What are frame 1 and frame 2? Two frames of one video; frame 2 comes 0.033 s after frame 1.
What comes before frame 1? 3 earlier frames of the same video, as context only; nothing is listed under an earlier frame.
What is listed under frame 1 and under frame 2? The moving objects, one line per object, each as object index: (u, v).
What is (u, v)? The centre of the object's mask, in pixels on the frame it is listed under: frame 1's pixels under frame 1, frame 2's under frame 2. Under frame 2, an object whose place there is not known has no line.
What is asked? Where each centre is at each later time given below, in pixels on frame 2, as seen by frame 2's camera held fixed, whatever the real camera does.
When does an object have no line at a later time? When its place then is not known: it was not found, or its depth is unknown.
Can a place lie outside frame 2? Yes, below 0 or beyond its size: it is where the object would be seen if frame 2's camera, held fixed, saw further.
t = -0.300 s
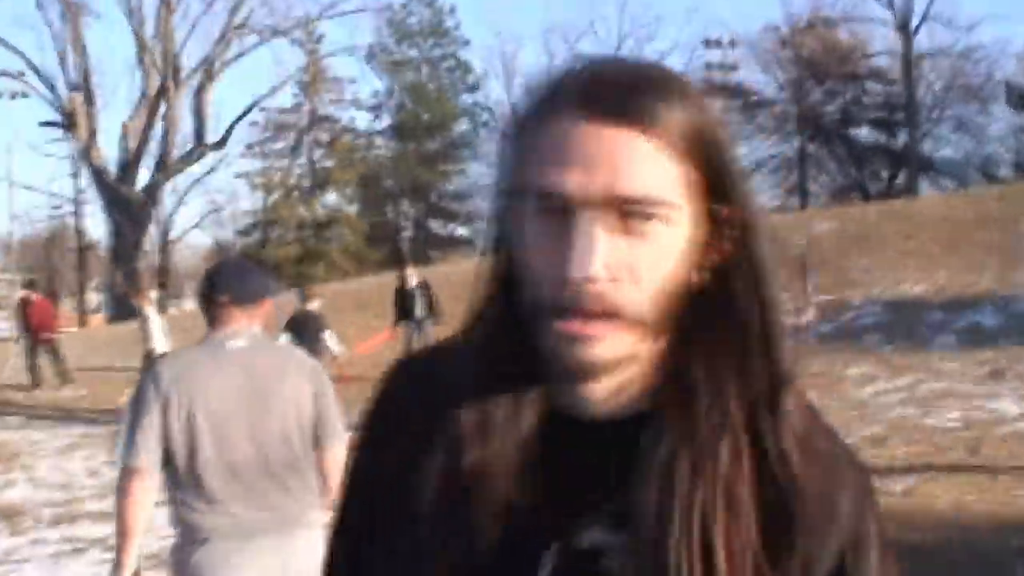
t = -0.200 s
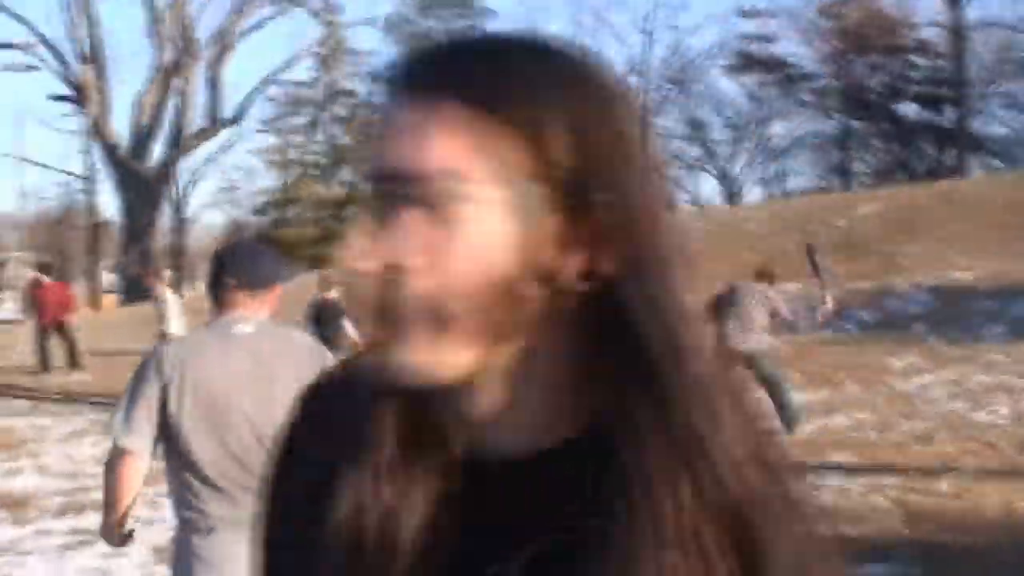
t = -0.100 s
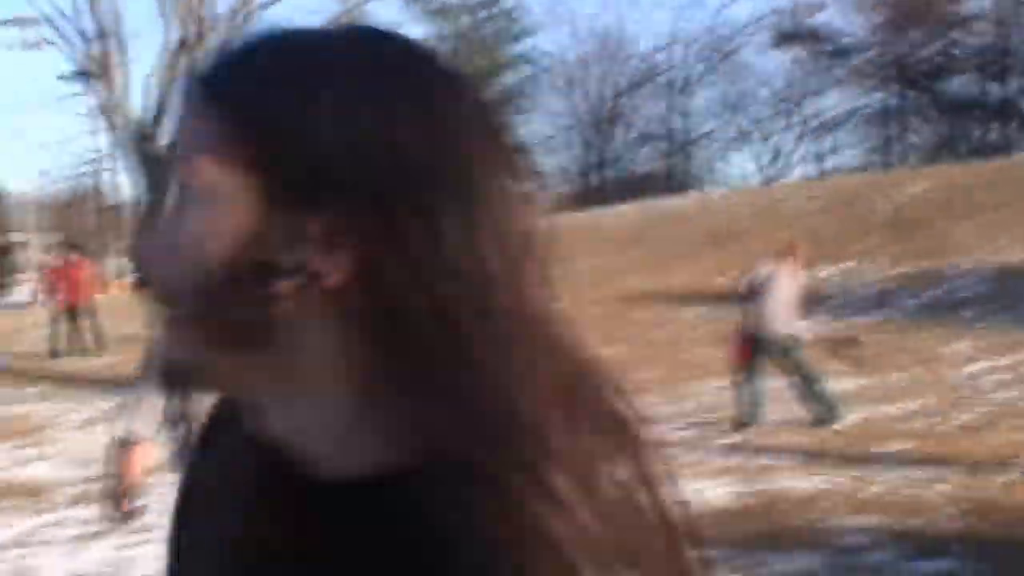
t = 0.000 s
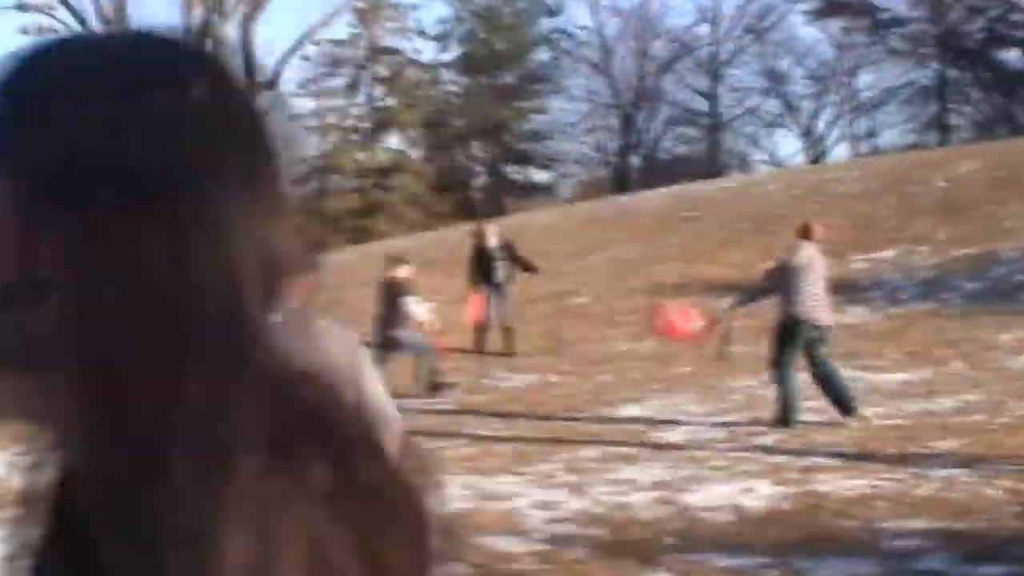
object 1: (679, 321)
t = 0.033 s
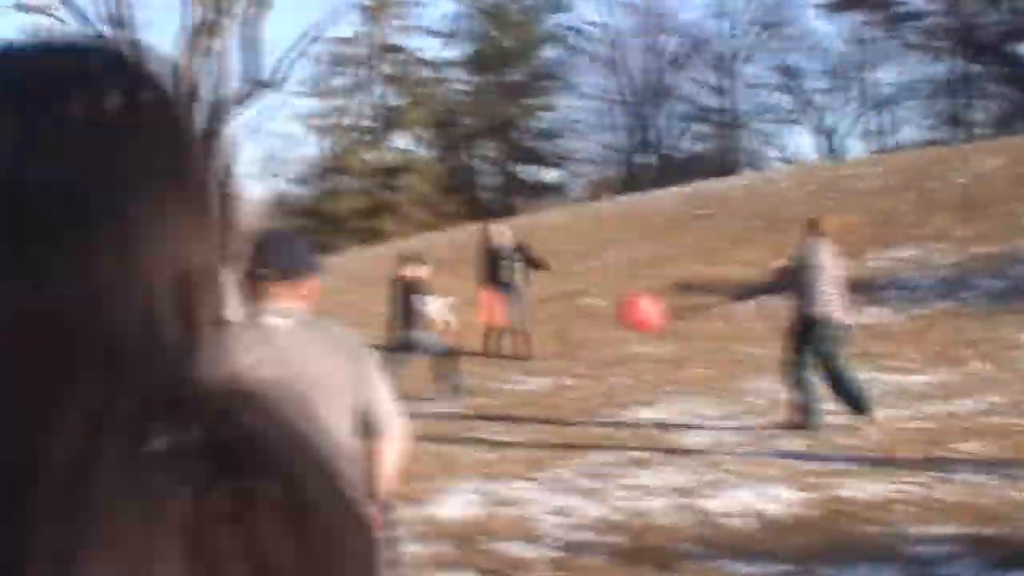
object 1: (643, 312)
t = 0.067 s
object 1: (596, 302)
